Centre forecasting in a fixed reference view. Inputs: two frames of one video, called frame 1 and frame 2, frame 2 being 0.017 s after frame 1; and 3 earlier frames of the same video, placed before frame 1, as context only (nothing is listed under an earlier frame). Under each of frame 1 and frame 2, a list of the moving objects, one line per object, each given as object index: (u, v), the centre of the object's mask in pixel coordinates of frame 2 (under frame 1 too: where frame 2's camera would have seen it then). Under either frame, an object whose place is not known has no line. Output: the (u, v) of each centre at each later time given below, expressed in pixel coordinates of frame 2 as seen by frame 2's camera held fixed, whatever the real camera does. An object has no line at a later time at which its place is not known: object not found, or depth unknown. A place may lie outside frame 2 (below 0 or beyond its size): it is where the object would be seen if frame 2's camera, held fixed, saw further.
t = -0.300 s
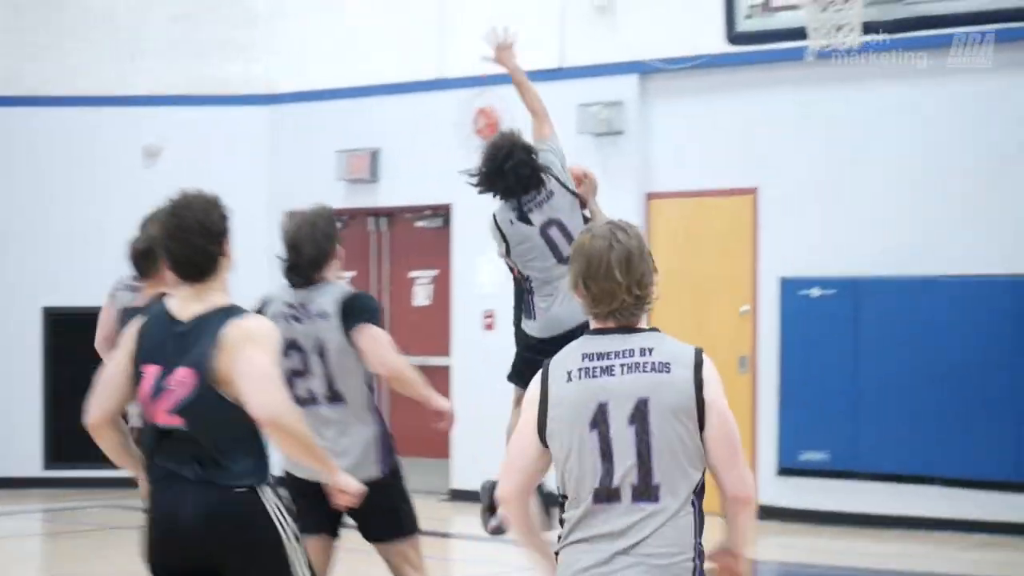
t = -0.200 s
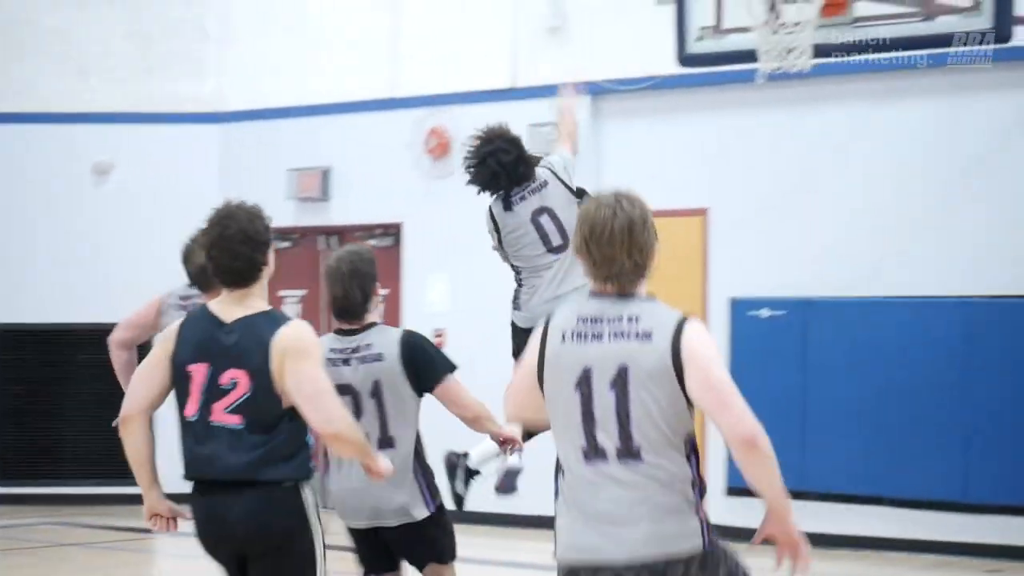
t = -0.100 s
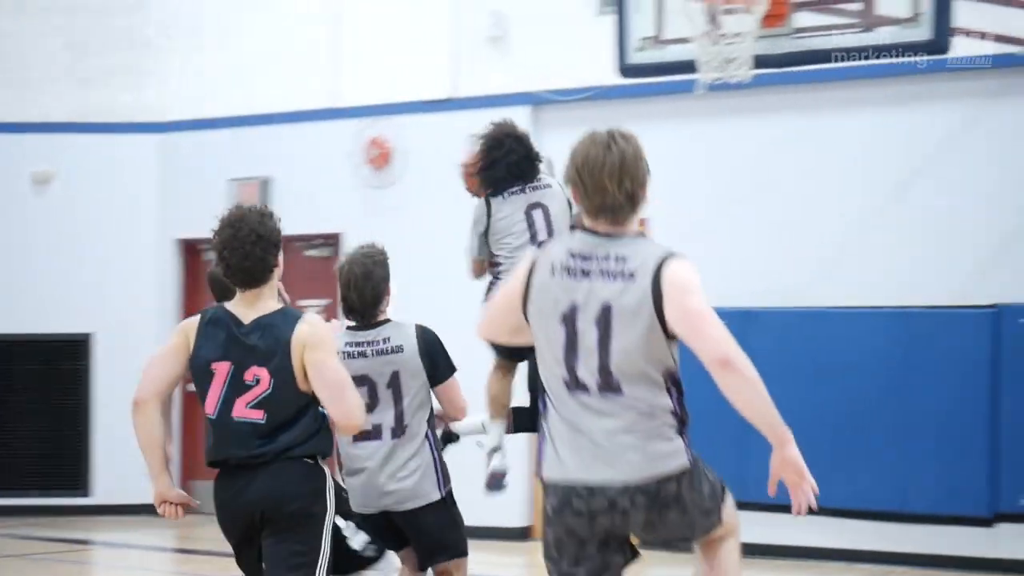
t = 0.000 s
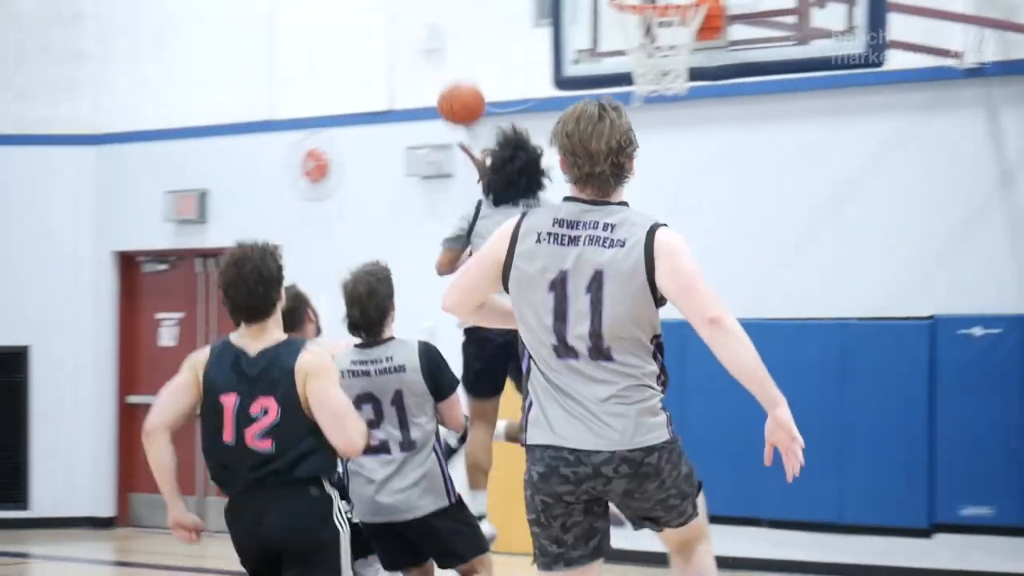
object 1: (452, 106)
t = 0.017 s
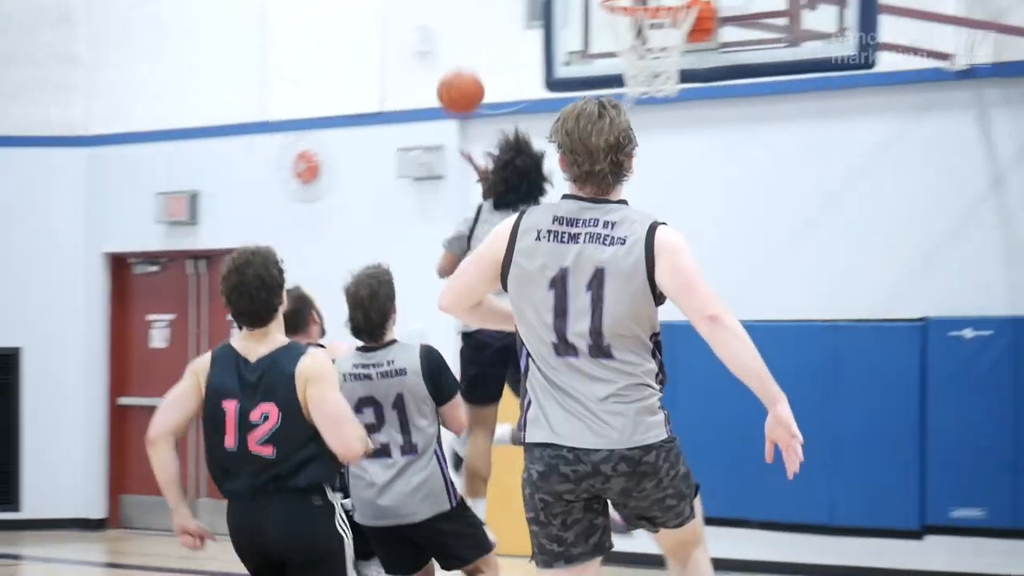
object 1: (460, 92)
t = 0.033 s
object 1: (469, 78)
